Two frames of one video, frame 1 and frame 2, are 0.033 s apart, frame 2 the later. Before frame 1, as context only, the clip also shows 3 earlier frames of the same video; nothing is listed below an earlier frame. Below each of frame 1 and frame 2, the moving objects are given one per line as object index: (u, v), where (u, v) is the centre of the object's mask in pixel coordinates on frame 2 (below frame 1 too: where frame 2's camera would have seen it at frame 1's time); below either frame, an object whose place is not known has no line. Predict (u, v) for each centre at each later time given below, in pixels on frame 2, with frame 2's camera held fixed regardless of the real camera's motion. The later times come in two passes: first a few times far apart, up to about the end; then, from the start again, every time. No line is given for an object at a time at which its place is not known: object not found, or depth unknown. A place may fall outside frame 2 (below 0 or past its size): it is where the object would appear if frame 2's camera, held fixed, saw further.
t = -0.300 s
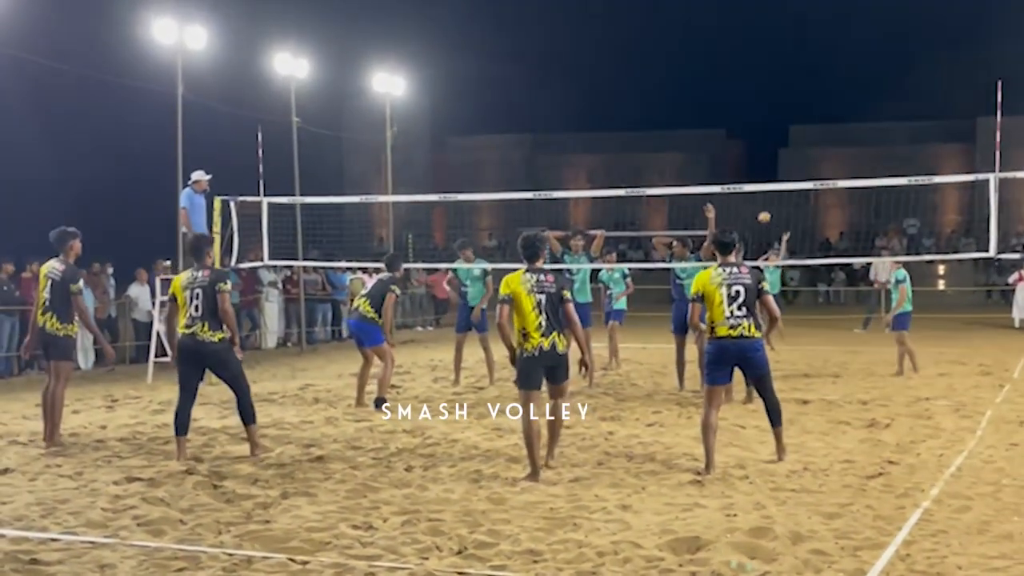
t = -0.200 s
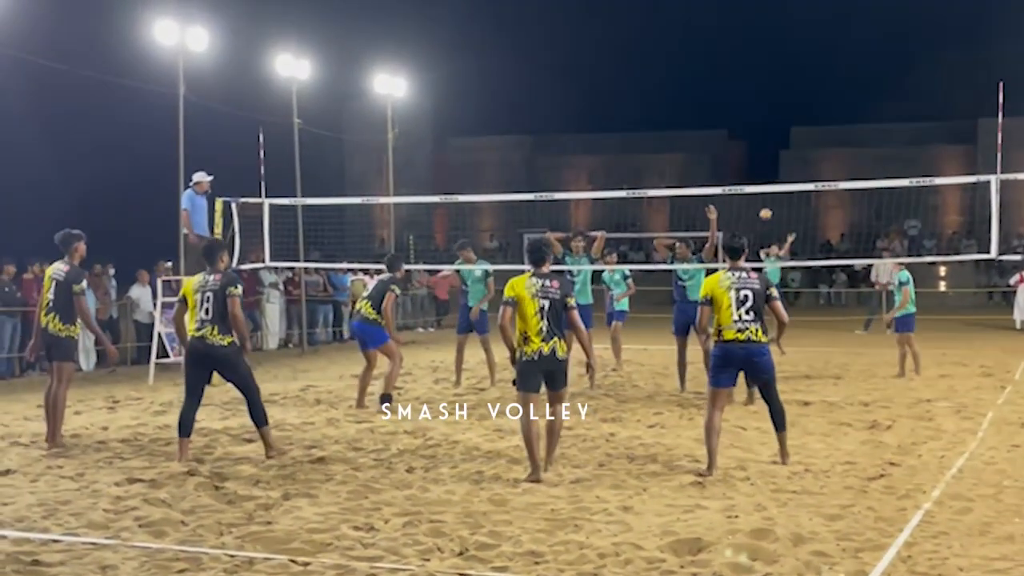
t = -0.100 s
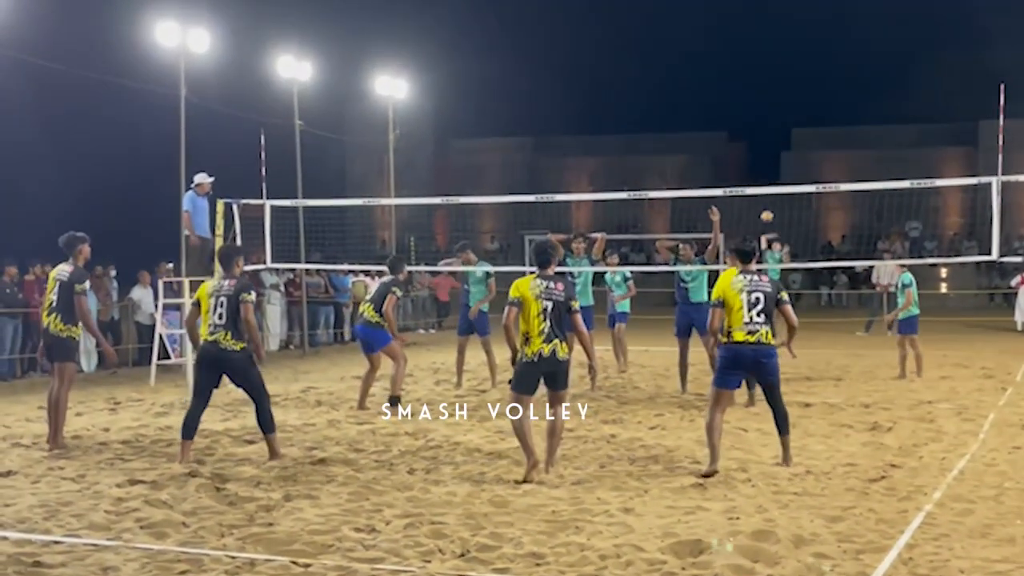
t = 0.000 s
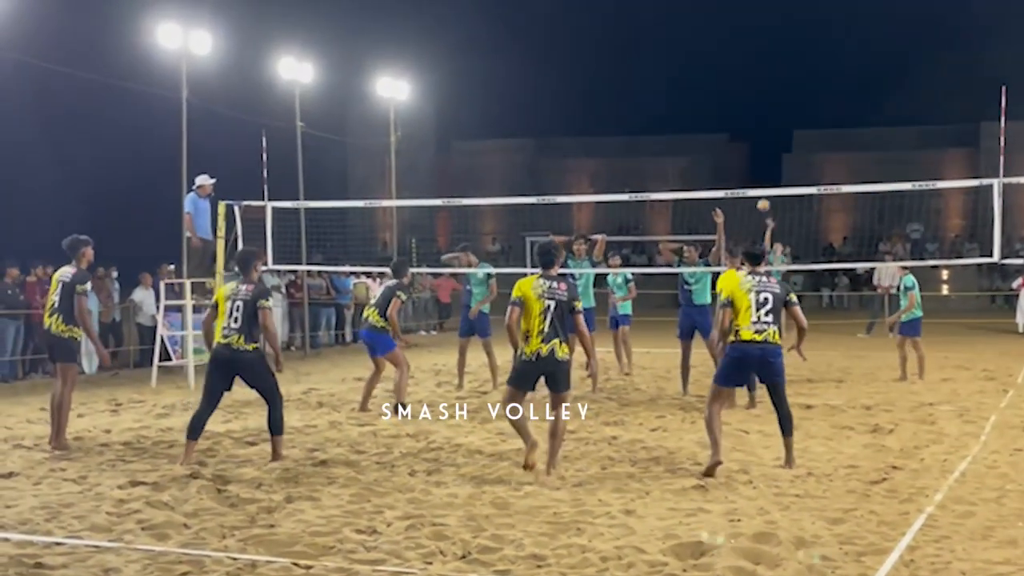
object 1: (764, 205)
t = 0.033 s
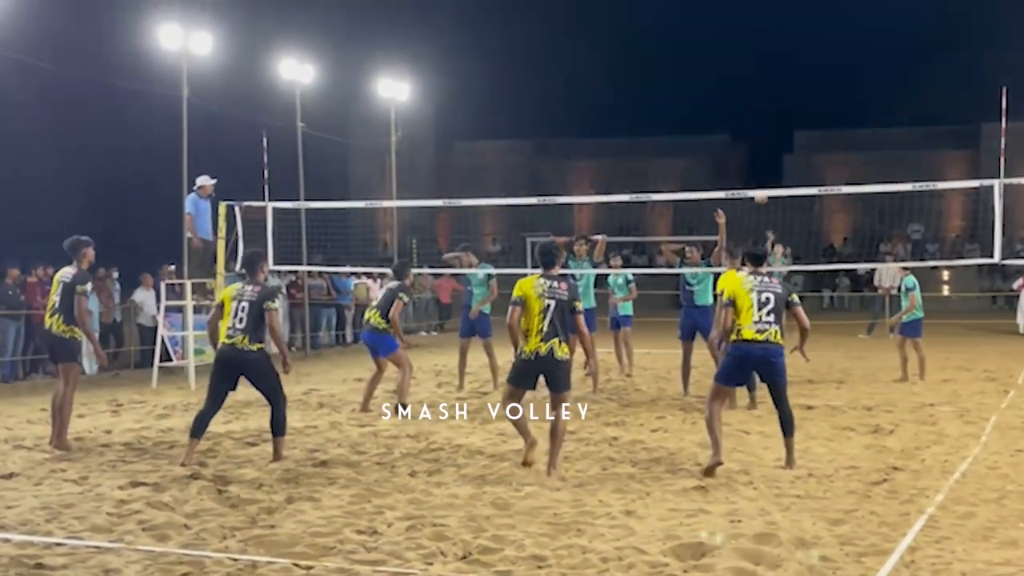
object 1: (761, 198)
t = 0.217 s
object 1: (742, 157)
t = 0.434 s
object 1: (716, 134)
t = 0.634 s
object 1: (684, 136)
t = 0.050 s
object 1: (759, 188)
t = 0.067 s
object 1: (757, 186)
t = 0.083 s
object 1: (756, 184)
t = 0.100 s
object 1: (754, 181)
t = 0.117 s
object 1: (752, 177)
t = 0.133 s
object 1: (751, 174)
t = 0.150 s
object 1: (749, 170)
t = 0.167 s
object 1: (747, 167)
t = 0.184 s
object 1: (745, 163)
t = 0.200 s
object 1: (744, 161)
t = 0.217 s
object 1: (742, 157)
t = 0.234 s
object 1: (740, 155)
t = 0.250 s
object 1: (738, 152)
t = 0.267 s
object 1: (736, 149)
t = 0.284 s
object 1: (734, 147)
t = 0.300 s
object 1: (732, 145)
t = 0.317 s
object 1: (730, 143)
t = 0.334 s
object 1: (728, 141)
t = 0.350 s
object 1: (726, 140)
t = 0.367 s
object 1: (724, 138)
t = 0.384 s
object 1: (722, 137)
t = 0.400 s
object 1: (720, 136)
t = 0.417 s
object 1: (718, 135)
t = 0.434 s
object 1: (716, 134)
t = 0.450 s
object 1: (714, 133)
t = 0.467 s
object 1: (711, 132)
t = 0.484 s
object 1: (709, 132)
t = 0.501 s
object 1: (707, 132)
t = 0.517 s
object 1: (704, 132)
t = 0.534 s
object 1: (701, 132)
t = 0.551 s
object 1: (699, 132)
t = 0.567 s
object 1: (696, 132)
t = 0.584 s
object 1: (693, 133)
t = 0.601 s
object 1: (690, 134)
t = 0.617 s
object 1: (687, 135)
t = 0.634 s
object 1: (684, 136)
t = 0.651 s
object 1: (680, 138)
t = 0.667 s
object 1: (677, 141)
